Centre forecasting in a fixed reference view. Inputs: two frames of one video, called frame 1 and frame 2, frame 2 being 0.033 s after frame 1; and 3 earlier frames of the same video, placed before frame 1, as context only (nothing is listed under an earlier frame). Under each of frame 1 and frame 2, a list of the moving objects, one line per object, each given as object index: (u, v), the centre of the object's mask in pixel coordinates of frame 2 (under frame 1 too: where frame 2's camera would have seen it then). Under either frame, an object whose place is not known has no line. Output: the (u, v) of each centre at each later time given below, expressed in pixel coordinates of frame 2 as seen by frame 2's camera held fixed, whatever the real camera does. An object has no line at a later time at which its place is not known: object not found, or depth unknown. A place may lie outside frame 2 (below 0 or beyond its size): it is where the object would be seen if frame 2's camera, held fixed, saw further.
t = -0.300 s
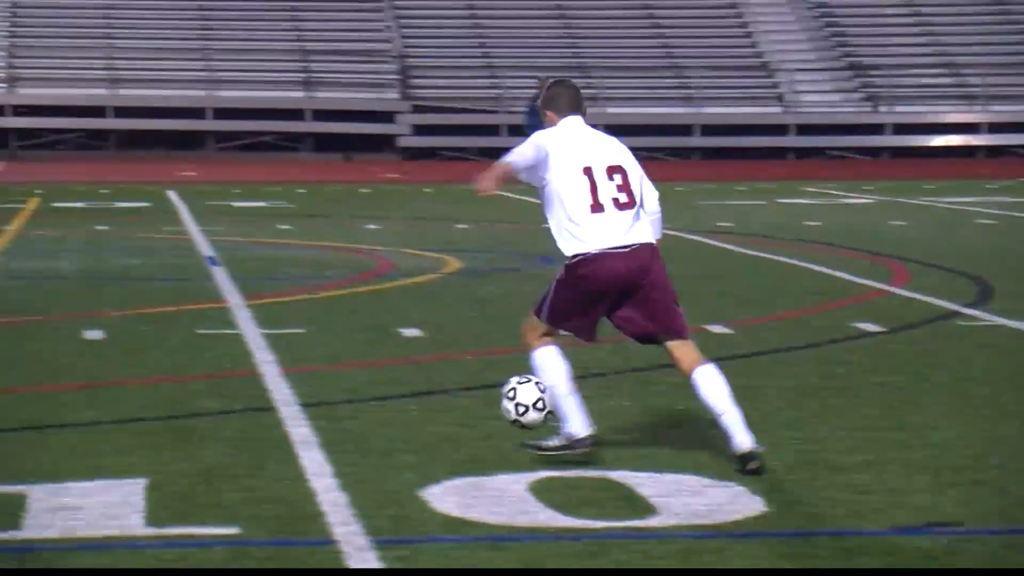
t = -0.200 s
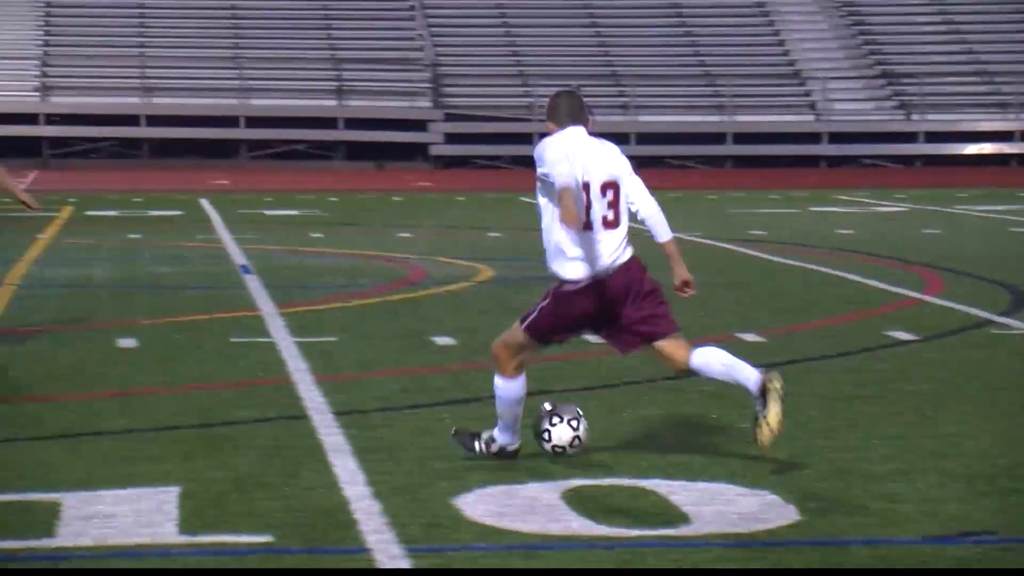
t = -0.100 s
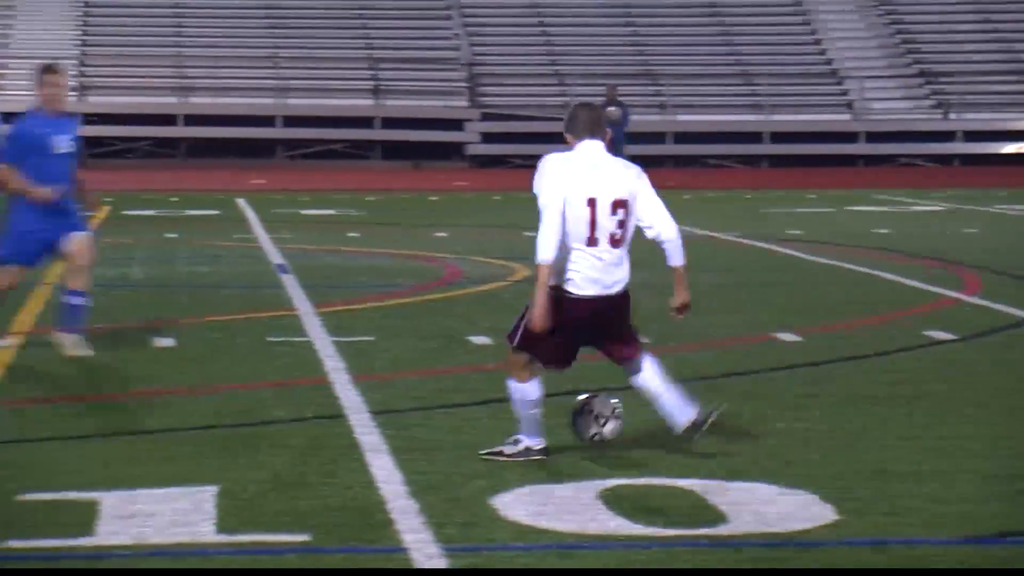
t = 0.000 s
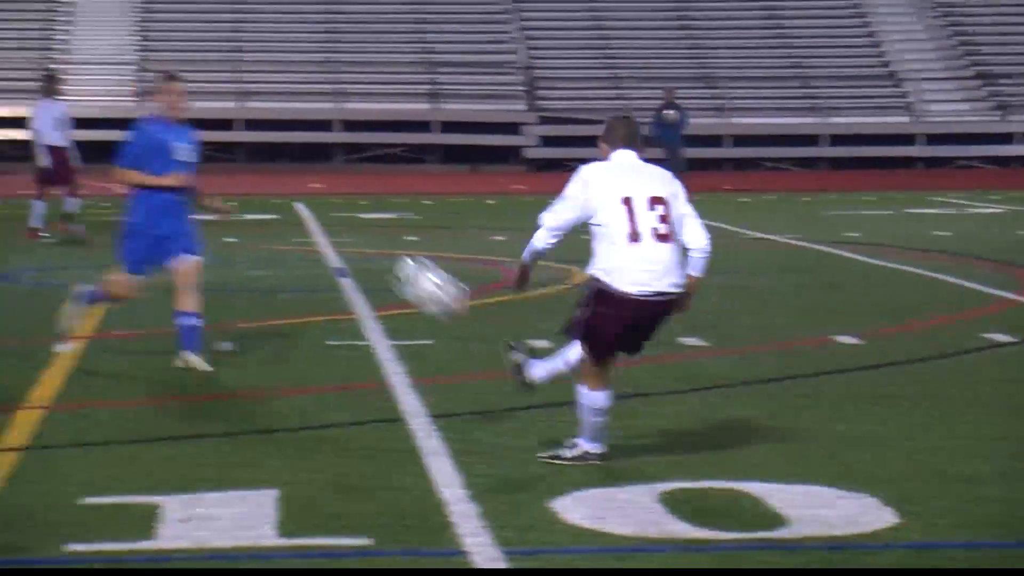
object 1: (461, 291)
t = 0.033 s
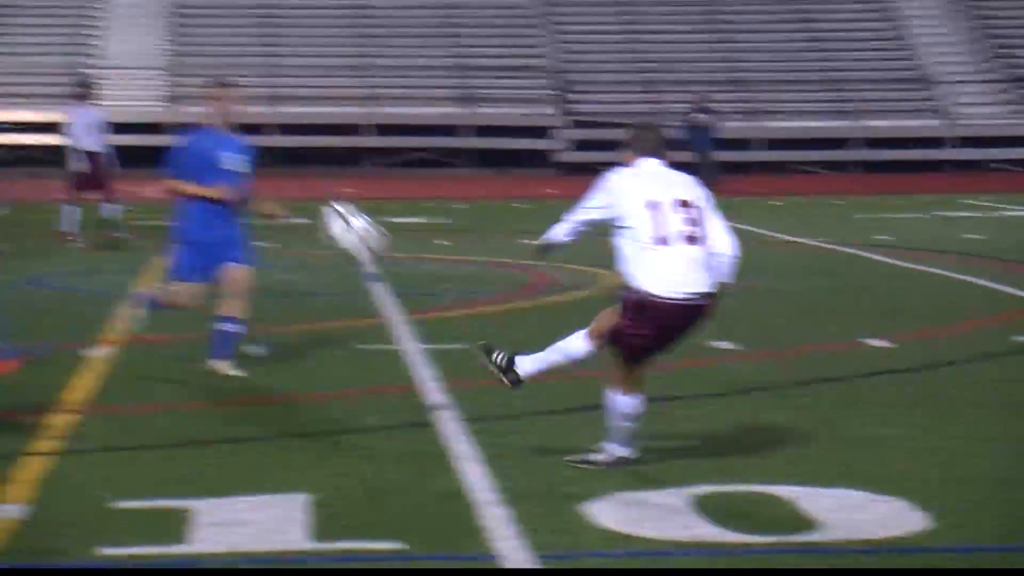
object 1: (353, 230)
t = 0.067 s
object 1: (250, 179)
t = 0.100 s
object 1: (152, 129)
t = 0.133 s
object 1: (58, 82)
